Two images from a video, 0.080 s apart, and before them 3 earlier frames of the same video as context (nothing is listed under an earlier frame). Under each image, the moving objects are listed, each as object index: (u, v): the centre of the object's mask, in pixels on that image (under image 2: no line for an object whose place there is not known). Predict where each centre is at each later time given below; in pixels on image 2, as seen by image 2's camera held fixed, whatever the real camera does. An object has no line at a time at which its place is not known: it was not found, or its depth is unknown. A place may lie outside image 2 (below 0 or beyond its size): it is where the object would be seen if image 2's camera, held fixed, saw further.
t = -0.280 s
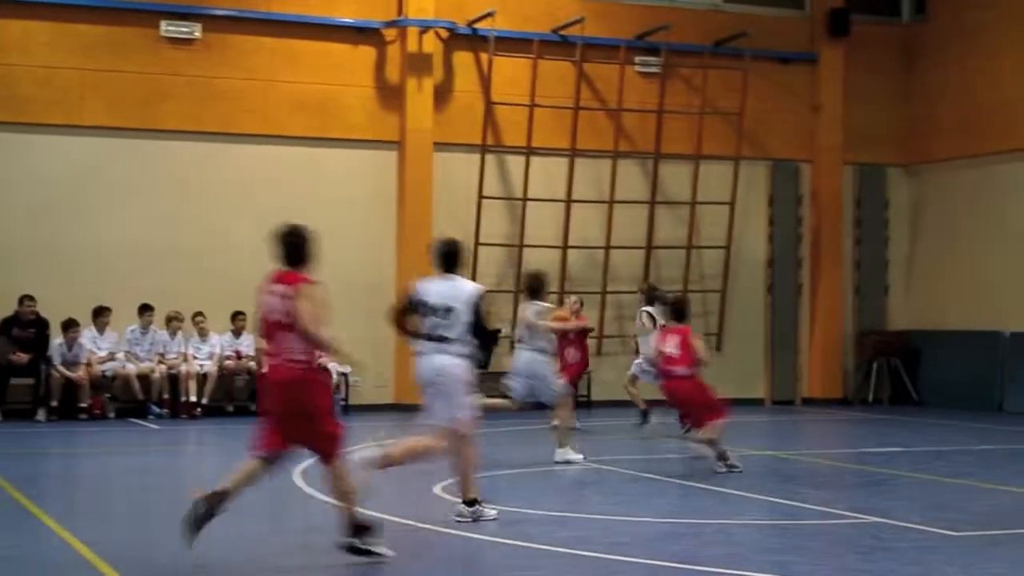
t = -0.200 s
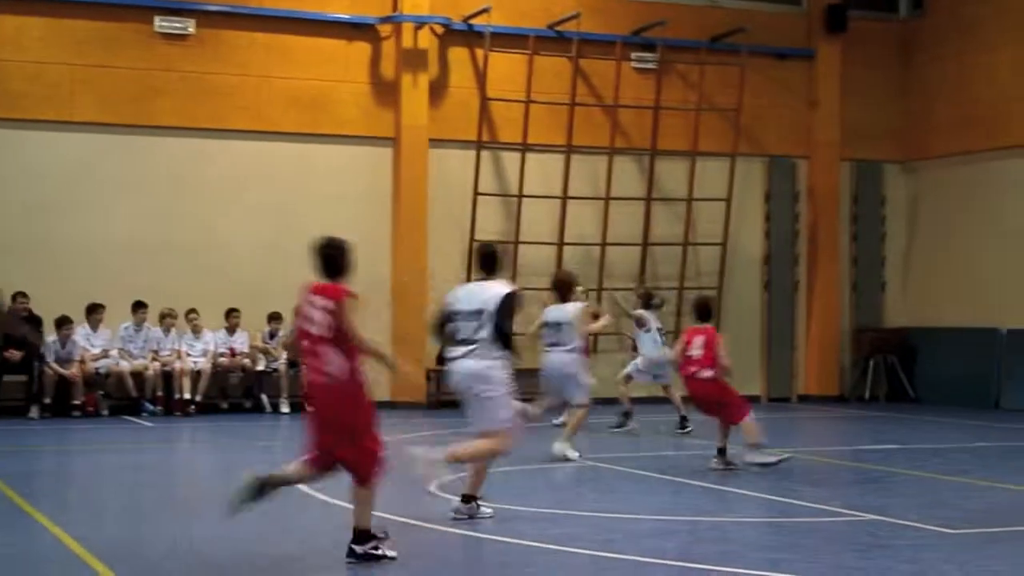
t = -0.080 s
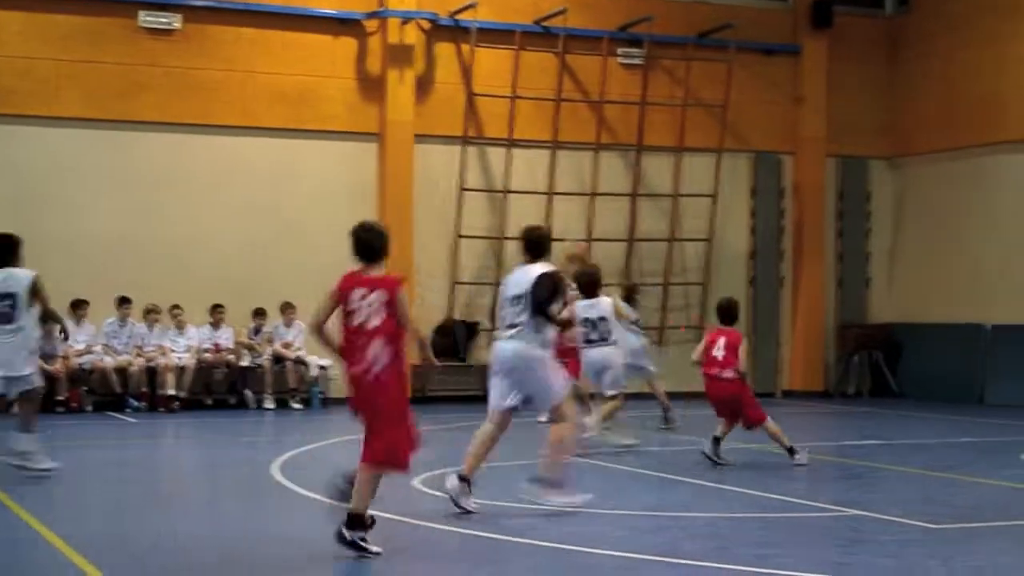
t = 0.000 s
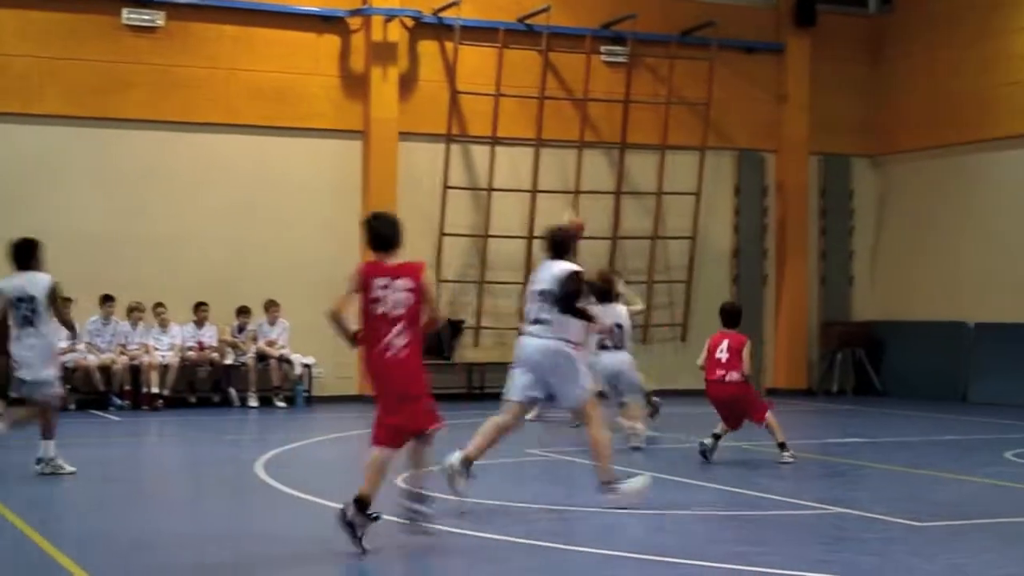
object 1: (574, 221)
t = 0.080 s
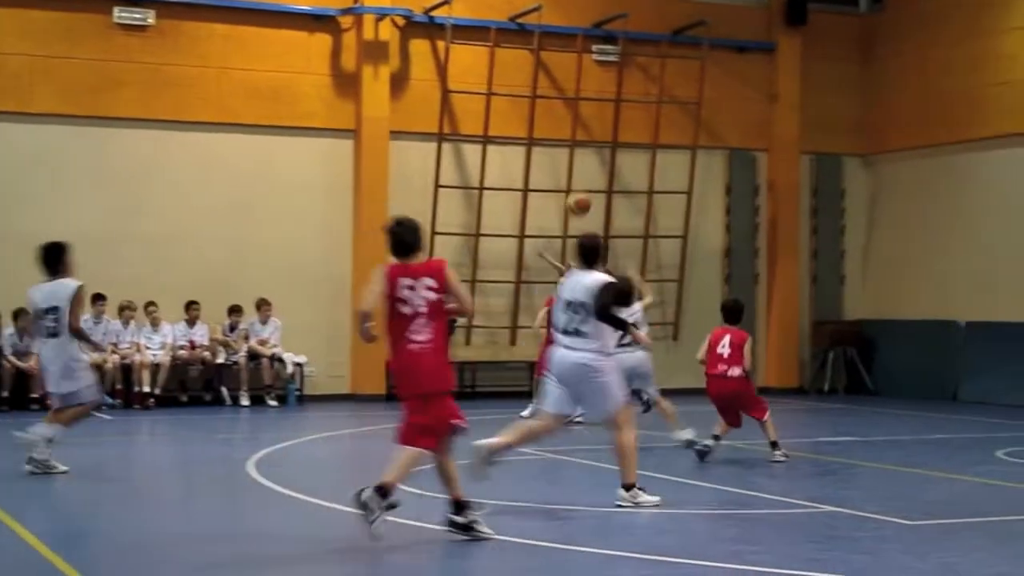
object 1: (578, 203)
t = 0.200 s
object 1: (602, 184)
